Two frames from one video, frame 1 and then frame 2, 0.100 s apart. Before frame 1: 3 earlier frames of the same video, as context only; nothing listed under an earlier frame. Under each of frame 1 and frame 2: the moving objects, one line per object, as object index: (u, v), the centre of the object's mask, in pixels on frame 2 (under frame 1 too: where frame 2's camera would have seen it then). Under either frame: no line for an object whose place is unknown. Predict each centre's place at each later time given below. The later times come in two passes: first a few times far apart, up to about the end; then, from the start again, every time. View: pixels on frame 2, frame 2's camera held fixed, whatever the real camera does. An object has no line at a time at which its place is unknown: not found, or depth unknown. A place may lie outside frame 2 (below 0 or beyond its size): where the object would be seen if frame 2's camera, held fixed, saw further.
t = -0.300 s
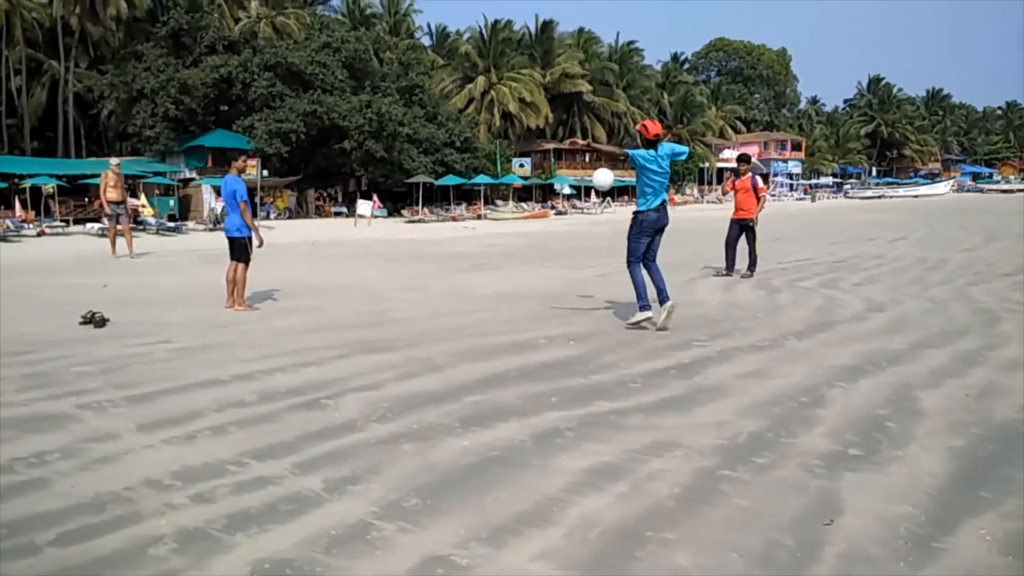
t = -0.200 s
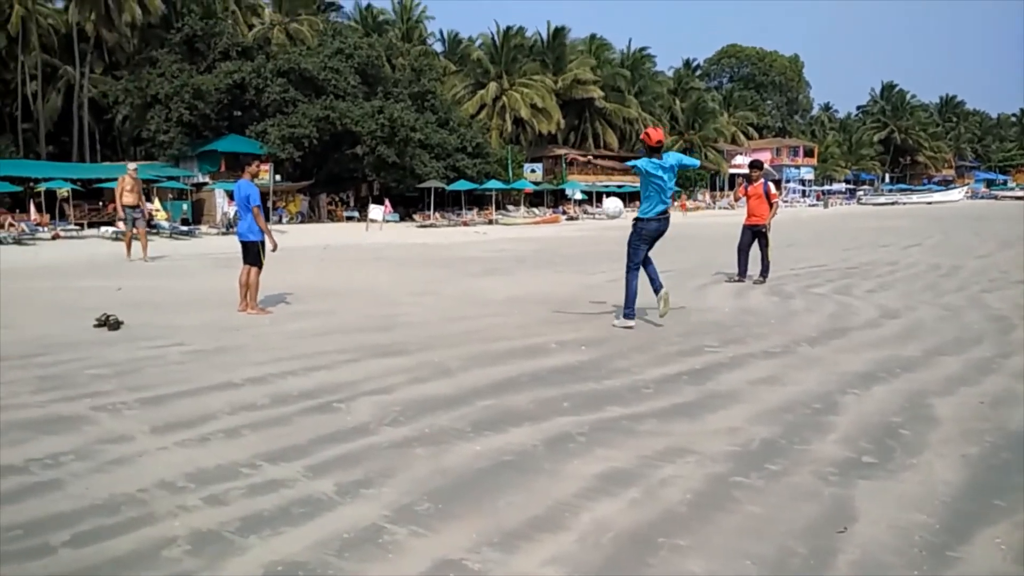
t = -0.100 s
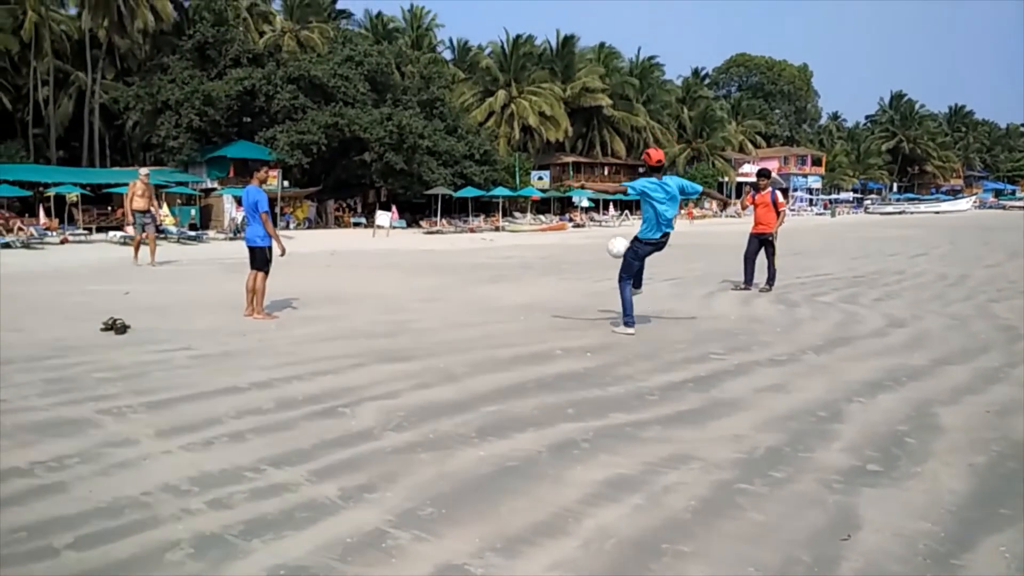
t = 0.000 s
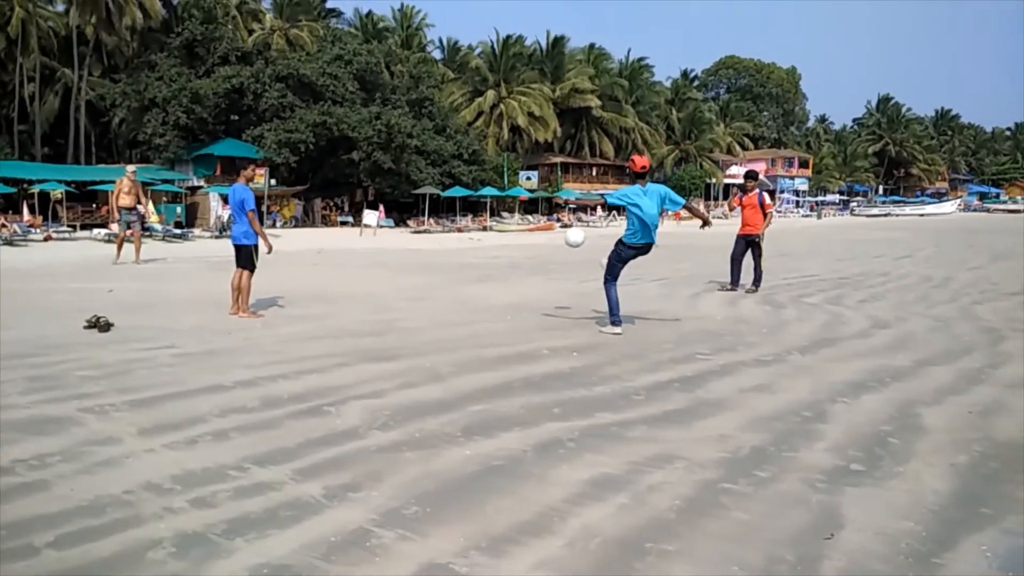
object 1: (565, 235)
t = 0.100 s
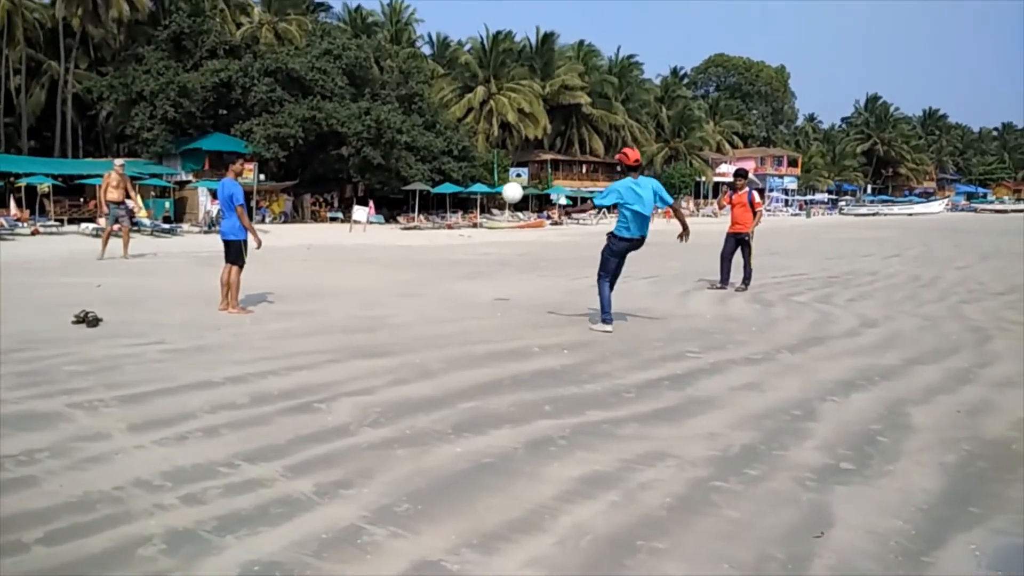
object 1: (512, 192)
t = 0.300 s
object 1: (409, 140)
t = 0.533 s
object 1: (297, 132)
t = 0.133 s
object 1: (495, 180)
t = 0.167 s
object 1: (477, 170)
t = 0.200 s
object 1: (460, 162)
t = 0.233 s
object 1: (443, 153)
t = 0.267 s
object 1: (426, 147)
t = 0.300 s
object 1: (409, 140)
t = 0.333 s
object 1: (393, 136)
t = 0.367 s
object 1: (376, 132)
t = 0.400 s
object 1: (360, 130)
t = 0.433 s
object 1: (343, 128)
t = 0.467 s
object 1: (327, 129)
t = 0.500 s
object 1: (312, 130)
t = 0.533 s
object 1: (297, 132)
